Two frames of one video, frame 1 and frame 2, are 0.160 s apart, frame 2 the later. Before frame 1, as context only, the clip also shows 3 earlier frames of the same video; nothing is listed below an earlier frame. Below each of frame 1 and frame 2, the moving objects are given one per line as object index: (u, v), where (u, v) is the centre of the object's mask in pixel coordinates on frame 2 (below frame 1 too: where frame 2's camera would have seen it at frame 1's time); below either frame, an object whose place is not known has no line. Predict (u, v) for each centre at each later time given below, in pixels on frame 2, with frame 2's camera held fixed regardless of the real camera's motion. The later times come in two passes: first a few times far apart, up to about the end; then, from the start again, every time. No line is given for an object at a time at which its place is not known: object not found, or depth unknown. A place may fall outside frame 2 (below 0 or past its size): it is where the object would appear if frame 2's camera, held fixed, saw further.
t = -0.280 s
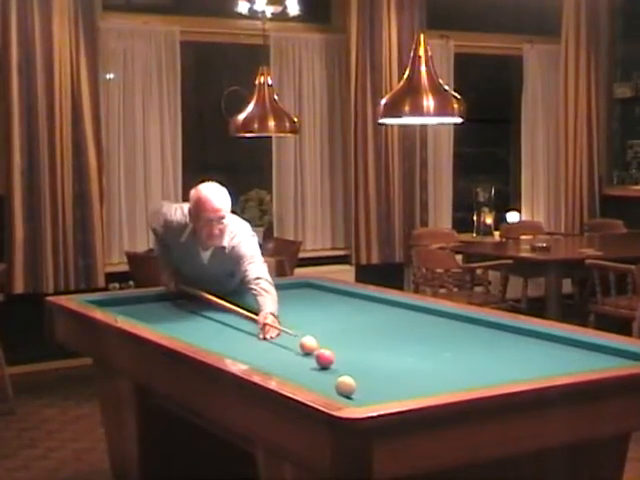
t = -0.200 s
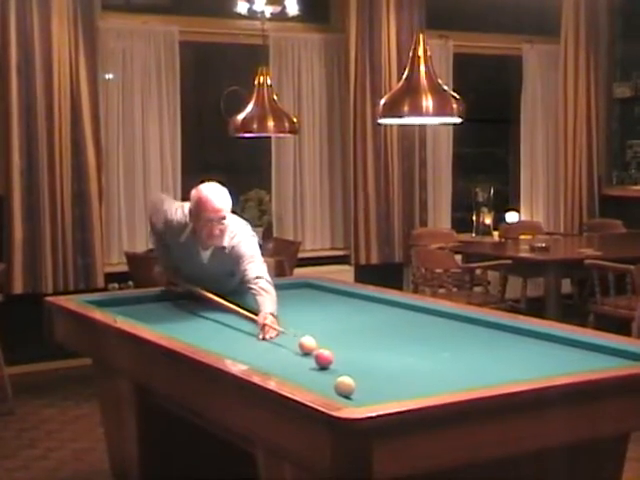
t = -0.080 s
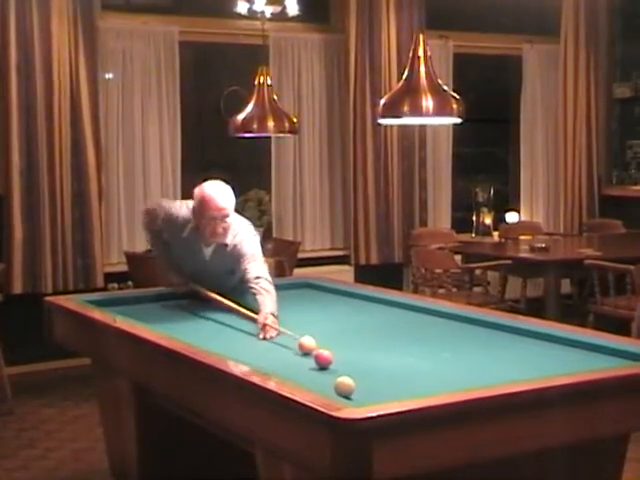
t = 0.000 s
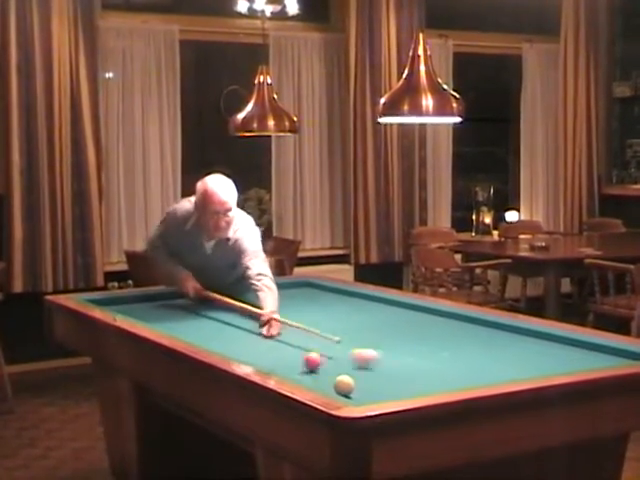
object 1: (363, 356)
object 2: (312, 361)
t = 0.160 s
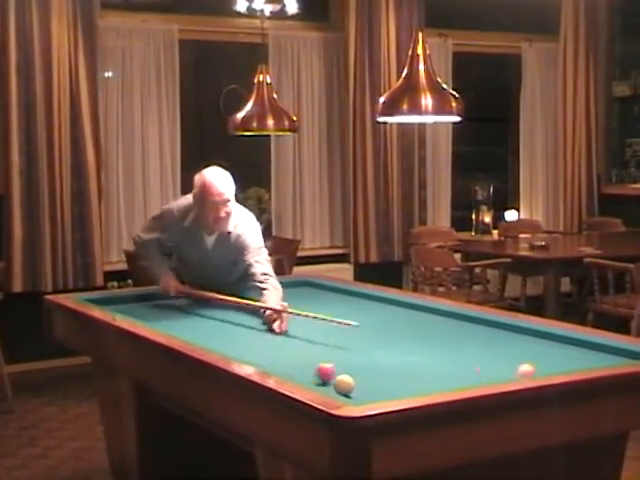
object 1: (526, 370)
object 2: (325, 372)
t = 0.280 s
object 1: (519, 352)
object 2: (378, 372)
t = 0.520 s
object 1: (488, 324)
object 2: (478, 372)
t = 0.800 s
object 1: (368, 316)
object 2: (569, 364)
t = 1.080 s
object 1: (265, 306)
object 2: (607, 352)
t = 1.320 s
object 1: (186, 300)
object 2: (572, 349)
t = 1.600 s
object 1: (121, 302)
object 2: (512, 346)
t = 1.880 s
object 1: (143, 308)
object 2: (454, 343)
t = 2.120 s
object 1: (191, 312)
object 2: (408, 342)
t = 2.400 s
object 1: (249, 317)
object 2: (357, 340)
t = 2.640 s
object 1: (301, 321)
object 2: (314, 339)
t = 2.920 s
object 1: (363, 325)
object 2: (268, 337)
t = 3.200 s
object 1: (427, 330)
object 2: (224, 336)
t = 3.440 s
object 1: (485, 334)
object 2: (188, 332)
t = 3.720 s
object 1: (555, 340)
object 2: (187, 330)
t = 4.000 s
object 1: (589, 347)
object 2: (193, 327)
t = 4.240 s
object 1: (605, 355)
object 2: (198, 324)
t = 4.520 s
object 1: (604, 357)
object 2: (202, 320)
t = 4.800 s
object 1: (583, 357)
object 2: (208, 318)
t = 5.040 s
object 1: (562, 355)
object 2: (212, 315)
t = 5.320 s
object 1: (539, 354)
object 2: (214, 313)
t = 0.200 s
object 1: (523, 366)
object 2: (344, 369)
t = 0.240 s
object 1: (521, 359)
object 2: (362, 372)
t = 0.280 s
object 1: (519, 352)
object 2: (378, 372)
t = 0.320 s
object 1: (518, 346)
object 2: (395, 373)
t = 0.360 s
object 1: (517, 340)
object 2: (412, 373)
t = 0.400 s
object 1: (517, 335)
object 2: (429, 373)
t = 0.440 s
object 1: (516, 331)
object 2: (445, 373)
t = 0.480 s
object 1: (509, 326)
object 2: (461, 372)
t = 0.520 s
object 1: (488, 324)
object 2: (478, 372)
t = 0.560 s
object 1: (468, 323)
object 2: (493, 371)
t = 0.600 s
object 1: (450, 322)
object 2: (510, 370)
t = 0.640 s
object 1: (433, 321)
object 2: (526, 369)
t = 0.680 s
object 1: (417, 320)
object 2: (542, 368)
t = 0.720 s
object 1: (400, 319)
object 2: (557, 367)
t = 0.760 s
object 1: (384, 317)
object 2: (563, 365)
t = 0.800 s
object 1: (368, 316)
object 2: (569, 364)
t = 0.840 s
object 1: (354, 314)
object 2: (574, 363)
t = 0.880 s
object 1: (338, 313)
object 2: (580, 361)
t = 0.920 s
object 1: (322, 311)
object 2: (586, 359)
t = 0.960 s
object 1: (307, 310)
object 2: (593, 357)
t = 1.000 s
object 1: (293, 309)
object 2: (597, 355)
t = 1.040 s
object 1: (278, 307)
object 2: (602, 353)
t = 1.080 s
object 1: (265, 306)
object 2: (607, 352)
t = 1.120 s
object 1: (251, 305)
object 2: (612, 351)
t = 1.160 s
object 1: (237, 304)
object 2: (609, 350)
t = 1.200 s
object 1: (223, 303)
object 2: (598, 350)
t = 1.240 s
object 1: (211, 302)
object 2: (589, 349)
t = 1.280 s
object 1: (199, 301)
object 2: (580, 349)
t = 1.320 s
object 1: (186, 300)
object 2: (572, 349)
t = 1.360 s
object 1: (174, 299)
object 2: (563, 348)
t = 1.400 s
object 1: (161, 297)
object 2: (554, 347)
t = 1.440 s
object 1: (149, 297)
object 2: (545, 347)
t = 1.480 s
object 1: (137, 296)
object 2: (536, 346)
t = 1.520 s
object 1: (131, 298)
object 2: (527, 347)
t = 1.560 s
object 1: (126, 300)
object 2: (518, 346)
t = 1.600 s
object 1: (121, 302)
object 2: (512, 346)
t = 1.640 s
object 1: (116, 302)
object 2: (504, 345)
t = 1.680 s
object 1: (109, 304)
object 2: (494, 345)
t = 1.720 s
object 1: (109, 305)
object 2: (486, 345)
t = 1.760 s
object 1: (118, 306)
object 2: (477, 345)
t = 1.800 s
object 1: (127, 307)
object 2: (470, 344)
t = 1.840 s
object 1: (135, 308)
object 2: (462, 344)
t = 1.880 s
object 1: (143, 308)
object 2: (454, 343)
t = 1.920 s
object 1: (151, 309)
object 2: (446, 343)
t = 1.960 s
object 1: (159, 310)
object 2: (438, 343)
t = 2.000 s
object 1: (167, 311)
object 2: (430, 343)
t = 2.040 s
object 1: (175, 311)
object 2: (423, 342)
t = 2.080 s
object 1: (183, 312)
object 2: (415, 342)
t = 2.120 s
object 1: (191, 312)
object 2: (408, 342)
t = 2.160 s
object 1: (199, 313)
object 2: (400, 342)
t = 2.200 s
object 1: (207, 314)
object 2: (394, 342)
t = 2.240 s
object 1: (216, 314)
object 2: (386, 341)
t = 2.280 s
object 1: (224, 315)
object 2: (378, 341)
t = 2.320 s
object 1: (232, 316)
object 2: (371, 341)
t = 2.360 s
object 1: (241, 316)
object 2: (364, 340)
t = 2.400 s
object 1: (249, 317)
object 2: (357, 340)
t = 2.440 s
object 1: (258, 317)
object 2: (350, 339)
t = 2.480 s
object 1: (267, 319)
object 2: (343, 339)
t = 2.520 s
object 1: (275, 319)
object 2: (336, 339)
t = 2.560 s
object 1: (284, 319)
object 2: (329, 339)
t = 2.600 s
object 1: (292, 320)
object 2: (322, 339)
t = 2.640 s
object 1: (301, 321)
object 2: (314, 339)
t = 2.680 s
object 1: (310, 321)
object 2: (308, 338)
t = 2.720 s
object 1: (319, 322)
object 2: (301, 338)
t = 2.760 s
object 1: (328, 323)
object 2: (294, 337)
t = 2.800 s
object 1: (336, 323)
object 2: (287, 338)
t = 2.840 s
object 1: (345, 324)
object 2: (281, 338)
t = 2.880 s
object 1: (354, 324)
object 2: (275, 337)
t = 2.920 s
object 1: (363, 325)
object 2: (268, 337)
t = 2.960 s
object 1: (372, 326)
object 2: (262, 337)
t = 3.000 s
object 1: (381, 327)
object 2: (255, 337)
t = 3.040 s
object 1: (390, 327)
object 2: (249, 337)
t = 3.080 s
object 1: (399, 328)
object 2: (243, 337)
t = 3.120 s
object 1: (409, 329)
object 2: (237, 337)
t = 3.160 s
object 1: (418, 330)
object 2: (230, 337)
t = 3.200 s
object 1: (427, 330)
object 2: (224, 336)
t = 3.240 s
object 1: (437, 331)
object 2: (217, 336)
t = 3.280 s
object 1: (447, 331)
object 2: (211, 335)
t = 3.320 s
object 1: (456, 332)
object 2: (205, 335)
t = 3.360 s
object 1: (466, 332)
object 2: (200, 334)
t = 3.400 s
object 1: (475, 334)
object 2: (193, 333)
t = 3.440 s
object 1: (485, 334)
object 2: (188, 332)
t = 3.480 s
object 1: (494, 335)
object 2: (182, 331)
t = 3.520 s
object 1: (505, 336)
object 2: (182, 331)
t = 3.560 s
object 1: (515, 336)
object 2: (183, 331)
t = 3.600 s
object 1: (525, 337)
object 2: (184, 331)
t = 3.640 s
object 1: (535, 338)
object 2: (185, 330)
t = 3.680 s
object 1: (545, 339)
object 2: (186, 330)
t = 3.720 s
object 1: (555, 340)
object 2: (187, 330)
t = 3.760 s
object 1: (564, 340)
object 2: (188, 330)
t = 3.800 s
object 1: (575, 341)
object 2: (189, 329)
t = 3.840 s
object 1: (580, 343)
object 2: (189, 329)
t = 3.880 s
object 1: (582, 344)
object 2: (190, 328)
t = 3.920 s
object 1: (584, 345)
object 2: (191, 328)
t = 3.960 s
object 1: (587, 346)
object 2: (192, 327)
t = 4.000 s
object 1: (589, 347)
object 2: (193, 327)
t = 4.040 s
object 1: (592, 349)
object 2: (194, 326)
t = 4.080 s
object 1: (595, 350)
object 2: (194, 326)
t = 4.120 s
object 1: (597, 351)
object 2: (195, 325)
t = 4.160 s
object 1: (600, 353)
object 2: (196, 325)
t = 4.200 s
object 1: (603, 354)
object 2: (197, 324)
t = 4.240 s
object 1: (605, 355)
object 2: (198, 324)
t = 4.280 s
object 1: (608, 355)
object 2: (198, 324)
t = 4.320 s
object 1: (612, 356)
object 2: (200, 323)
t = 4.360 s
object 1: (614, 357)
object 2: (200, 322)
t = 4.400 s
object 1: (616, 358)
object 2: (201, 322)
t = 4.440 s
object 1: (614, 358)
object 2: (202, 322)
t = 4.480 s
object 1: (610, 357)
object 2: (202, 321)
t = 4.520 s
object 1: (604, 357)
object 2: (202, 320)
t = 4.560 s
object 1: (601, 357)
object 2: (203, 320)
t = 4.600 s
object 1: (598, 357)
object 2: (204, 320)
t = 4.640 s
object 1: (595, 357)
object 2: (205, 319)
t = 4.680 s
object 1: (591, 357)
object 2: (206, 319)
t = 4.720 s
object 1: (588, 356)
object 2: (206, 318)
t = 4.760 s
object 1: (585, 357)
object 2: (208, 318)
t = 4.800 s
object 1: (583, 357)
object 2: (208, 318)
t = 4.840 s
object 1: (579, 356)
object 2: (209, 317)
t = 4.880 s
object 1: (576, 357)
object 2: (209, 317)
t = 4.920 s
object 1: (572, 356)
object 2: (210, 317)
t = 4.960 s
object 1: (569, 357)
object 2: (211, 316)
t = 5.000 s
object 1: (566, 355)
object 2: (212, 316)
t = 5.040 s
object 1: (562, 355)
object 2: (212, 315)
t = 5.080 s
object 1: (558, 355)
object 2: (212, 315)
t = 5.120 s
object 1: (554, 354)
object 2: (212, 314)
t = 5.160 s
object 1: (552, 354)
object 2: (214, 314)
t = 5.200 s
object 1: (547, 354)
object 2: (213, 314)
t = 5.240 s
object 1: (544, 354)
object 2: (212, 313)
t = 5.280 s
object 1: (542, 353)
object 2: (213, 313)
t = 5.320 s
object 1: (539, 354)
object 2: (214, 313)
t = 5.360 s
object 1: (538, 353)
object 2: (215, 313)
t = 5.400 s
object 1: (535, 354)
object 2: (215, 312)
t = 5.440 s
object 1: (533, 354)
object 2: (216, 313)
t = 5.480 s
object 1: (529, 353)
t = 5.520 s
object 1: (528, 354)
